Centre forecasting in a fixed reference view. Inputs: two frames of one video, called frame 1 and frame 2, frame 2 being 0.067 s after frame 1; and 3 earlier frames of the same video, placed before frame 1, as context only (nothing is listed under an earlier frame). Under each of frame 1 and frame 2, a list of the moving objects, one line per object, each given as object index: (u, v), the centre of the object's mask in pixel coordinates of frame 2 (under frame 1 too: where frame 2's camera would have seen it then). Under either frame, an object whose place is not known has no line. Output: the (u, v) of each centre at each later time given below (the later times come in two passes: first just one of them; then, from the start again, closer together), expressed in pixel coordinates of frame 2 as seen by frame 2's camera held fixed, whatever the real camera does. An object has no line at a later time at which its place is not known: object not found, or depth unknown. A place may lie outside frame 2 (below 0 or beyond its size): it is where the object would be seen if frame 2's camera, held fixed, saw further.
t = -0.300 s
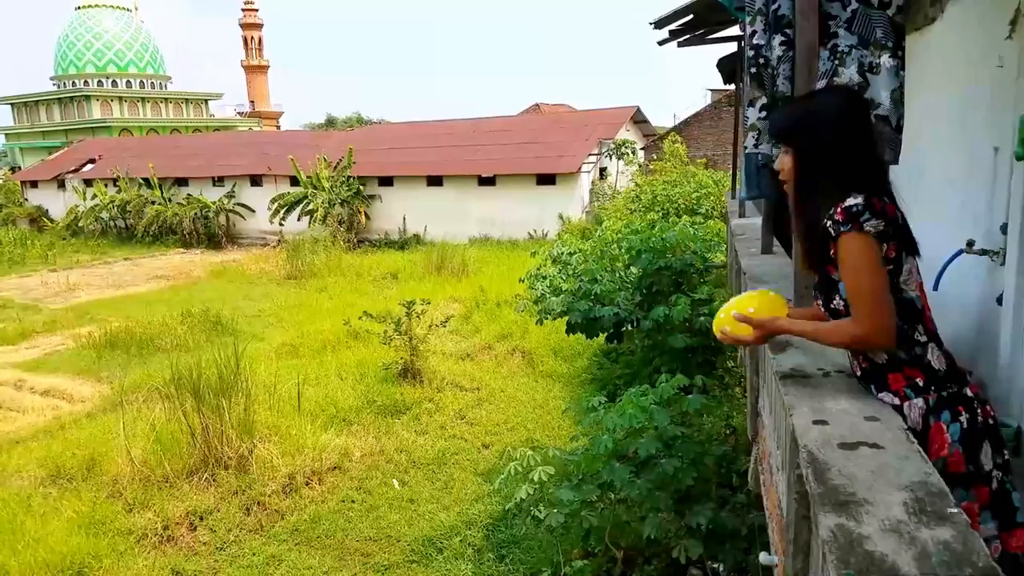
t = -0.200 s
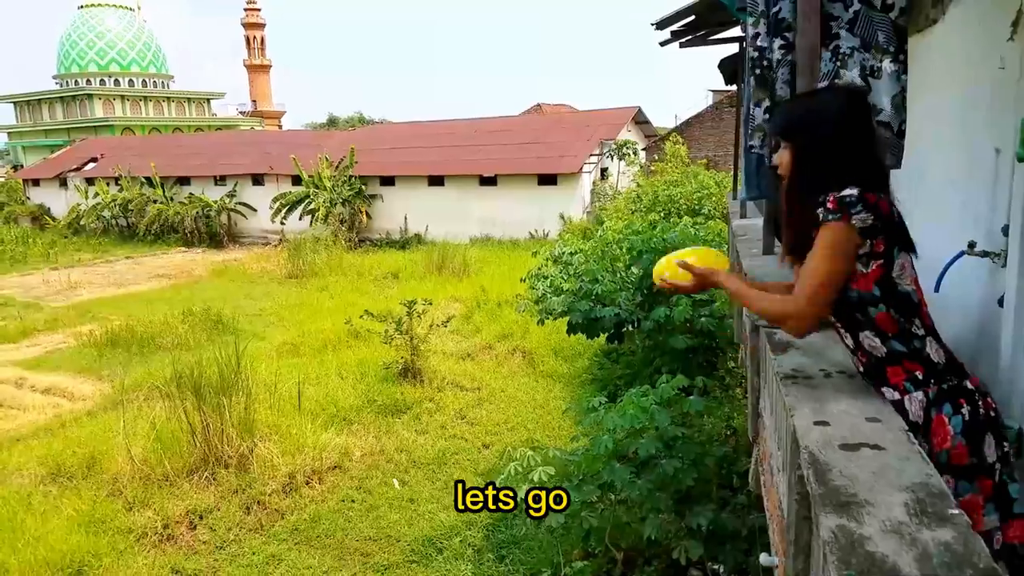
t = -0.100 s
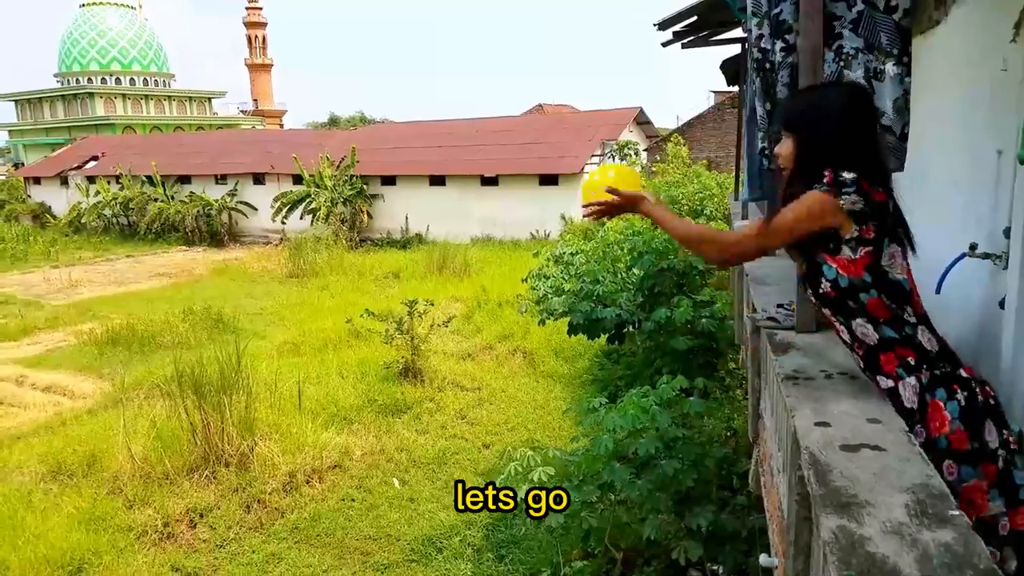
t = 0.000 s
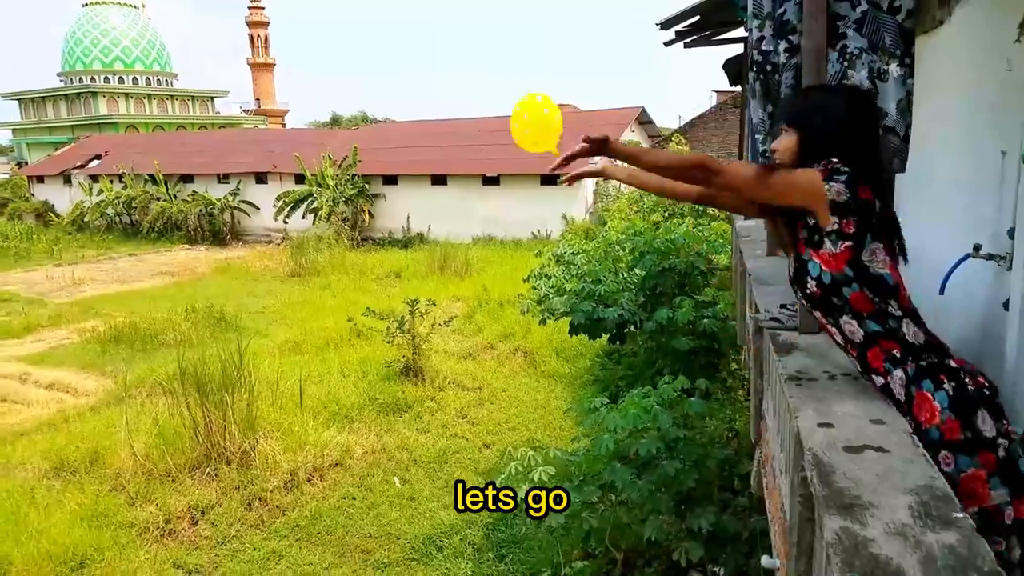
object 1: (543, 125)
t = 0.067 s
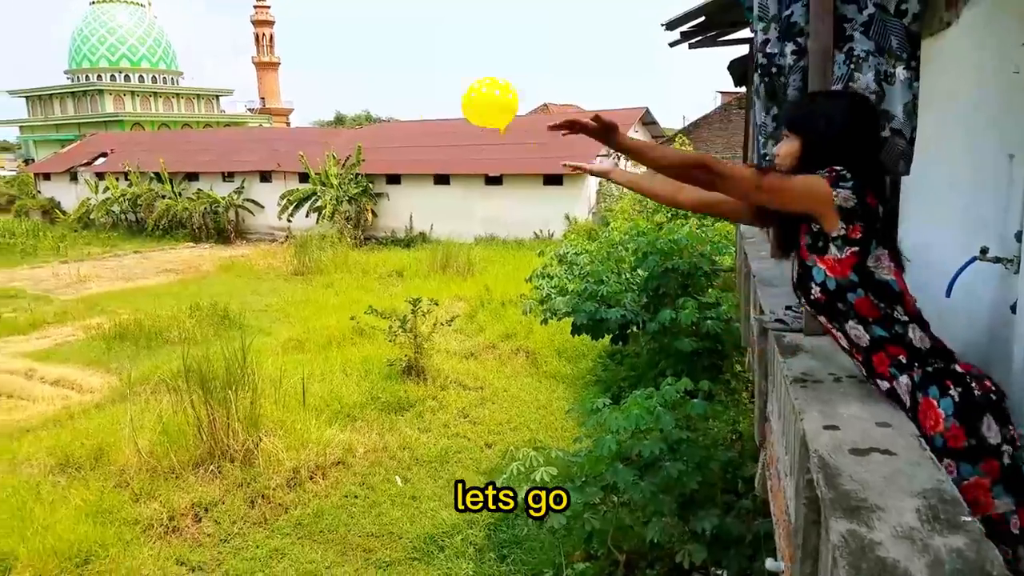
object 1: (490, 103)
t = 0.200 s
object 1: (398, 112)
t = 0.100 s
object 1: (465, 99)
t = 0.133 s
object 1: (441, 99)
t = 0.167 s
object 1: (419, 103)
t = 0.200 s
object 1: (398, 112)
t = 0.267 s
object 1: (357, 142)
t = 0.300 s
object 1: (341, 162)
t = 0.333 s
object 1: (323, 186)
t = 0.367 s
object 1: (306, 212)
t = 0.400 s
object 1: (288, 241)
